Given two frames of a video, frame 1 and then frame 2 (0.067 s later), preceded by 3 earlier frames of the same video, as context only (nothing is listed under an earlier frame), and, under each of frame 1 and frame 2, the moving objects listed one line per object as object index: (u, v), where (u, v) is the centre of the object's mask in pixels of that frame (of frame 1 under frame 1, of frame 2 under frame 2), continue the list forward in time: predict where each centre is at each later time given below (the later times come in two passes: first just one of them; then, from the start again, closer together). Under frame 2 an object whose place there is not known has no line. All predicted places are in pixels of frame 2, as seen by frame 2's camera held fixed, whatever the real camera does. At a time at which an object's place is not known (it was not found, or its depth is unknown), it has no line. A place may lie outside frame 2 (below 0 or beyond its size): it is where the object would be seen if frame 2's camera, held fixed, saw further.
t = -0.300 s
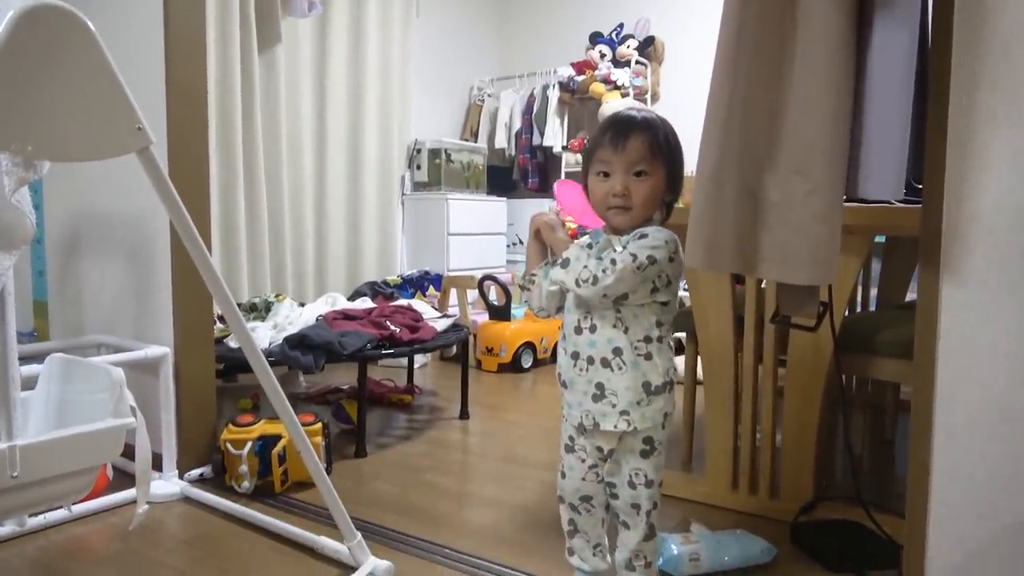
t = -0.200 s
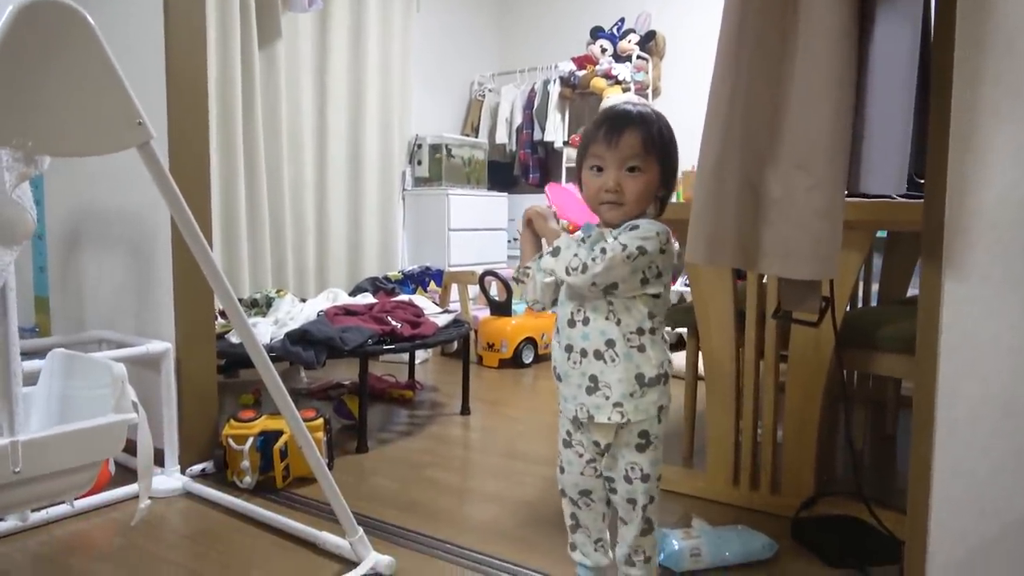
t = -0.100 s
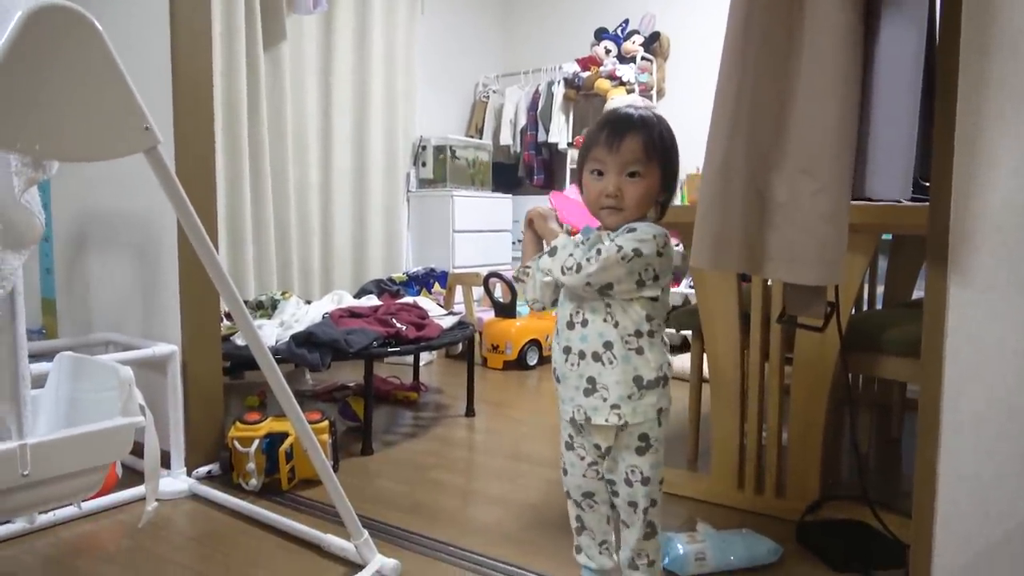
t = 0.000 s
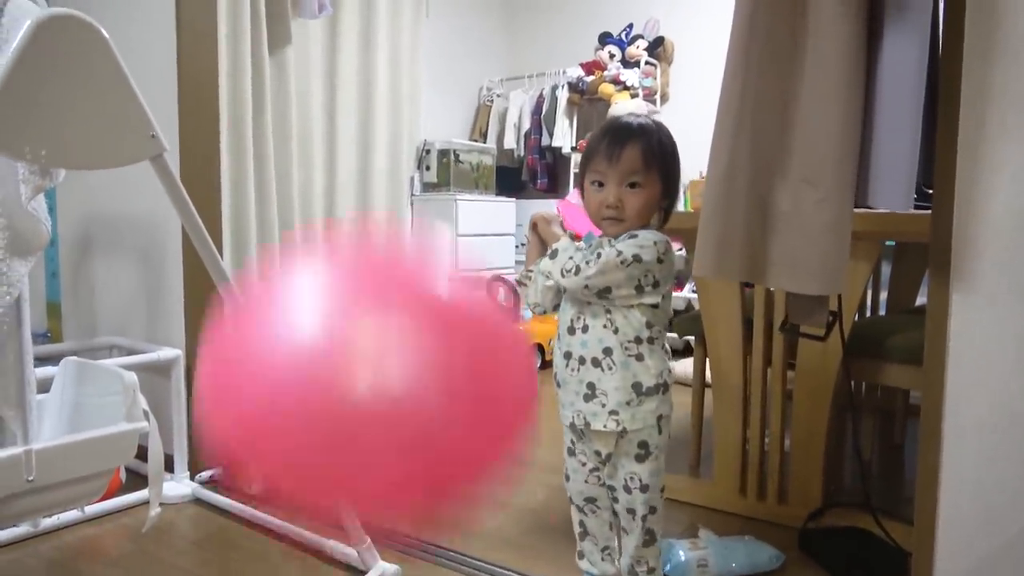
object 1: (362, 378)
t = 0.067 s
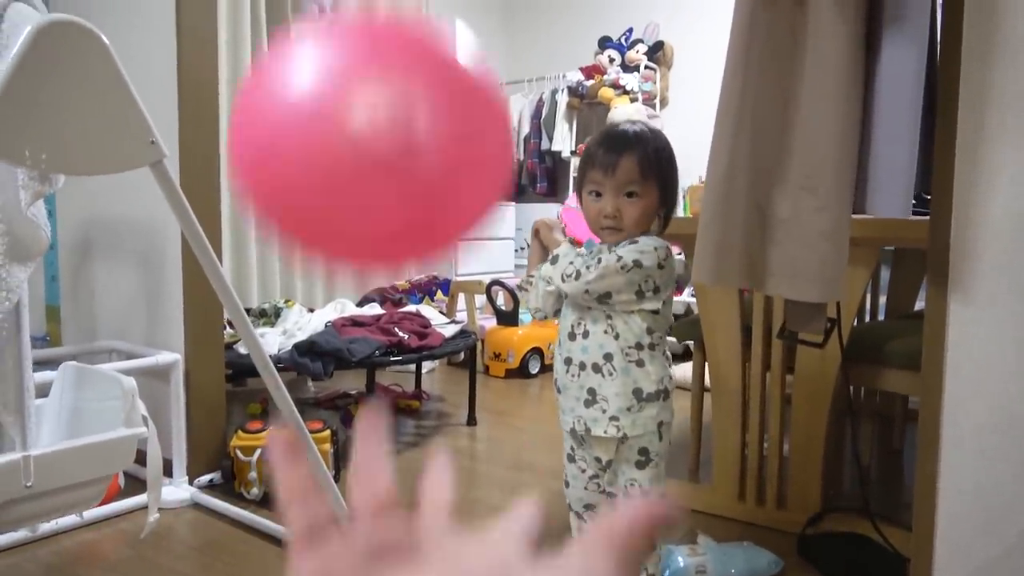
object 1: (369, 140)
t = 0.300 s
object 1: (385, 5)
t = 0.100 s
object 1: (374, 80)
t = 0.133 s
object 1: (377, 46)
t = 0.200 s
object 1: (382, 12)
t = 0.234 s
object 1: (384, 6)
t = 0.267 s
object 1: (385, 4)
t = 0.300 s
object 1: (385, 5)
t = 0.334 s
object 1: (385, 10)
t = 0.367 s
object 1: (383, 18)
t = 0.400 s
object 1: (381, 30)
